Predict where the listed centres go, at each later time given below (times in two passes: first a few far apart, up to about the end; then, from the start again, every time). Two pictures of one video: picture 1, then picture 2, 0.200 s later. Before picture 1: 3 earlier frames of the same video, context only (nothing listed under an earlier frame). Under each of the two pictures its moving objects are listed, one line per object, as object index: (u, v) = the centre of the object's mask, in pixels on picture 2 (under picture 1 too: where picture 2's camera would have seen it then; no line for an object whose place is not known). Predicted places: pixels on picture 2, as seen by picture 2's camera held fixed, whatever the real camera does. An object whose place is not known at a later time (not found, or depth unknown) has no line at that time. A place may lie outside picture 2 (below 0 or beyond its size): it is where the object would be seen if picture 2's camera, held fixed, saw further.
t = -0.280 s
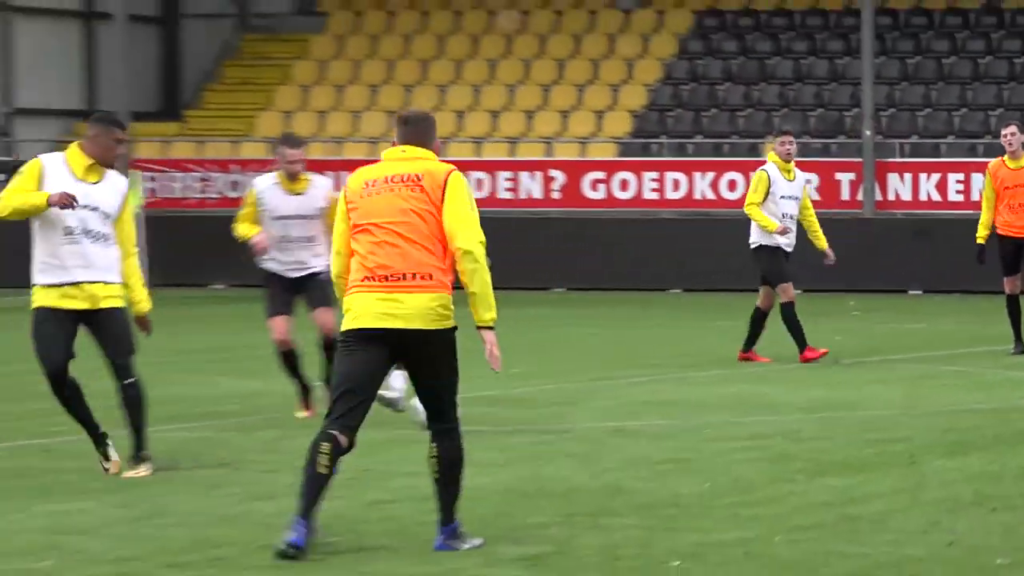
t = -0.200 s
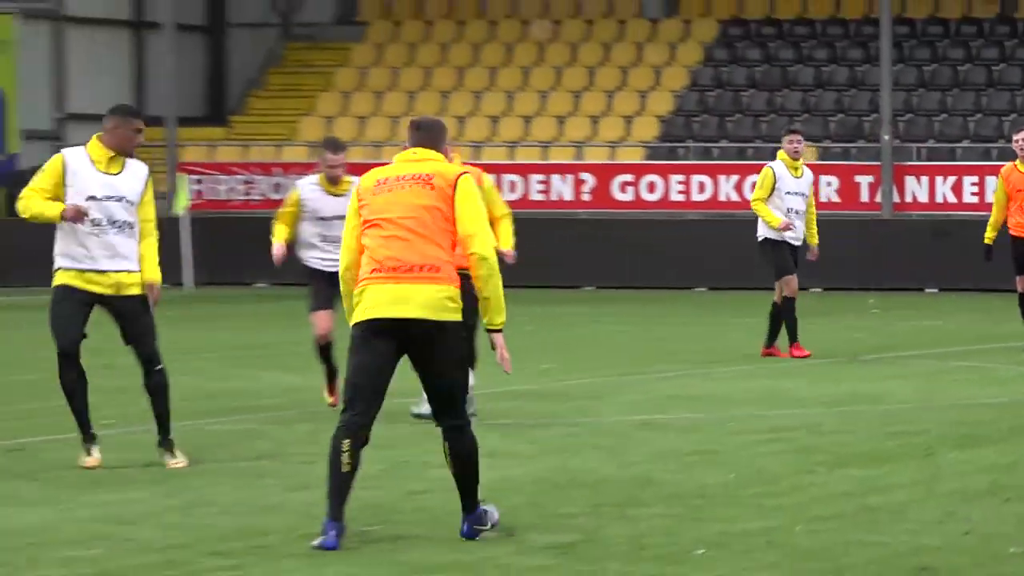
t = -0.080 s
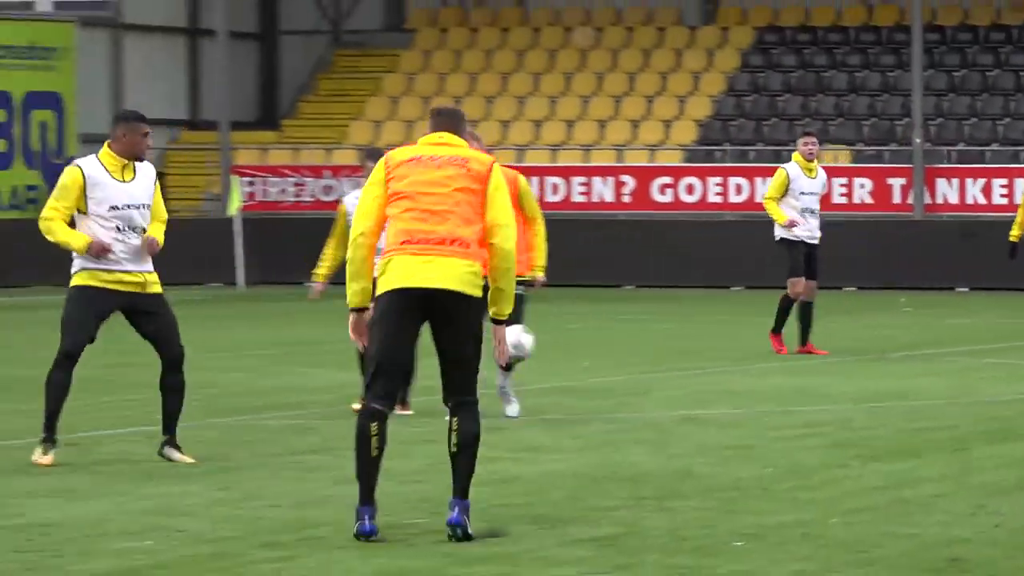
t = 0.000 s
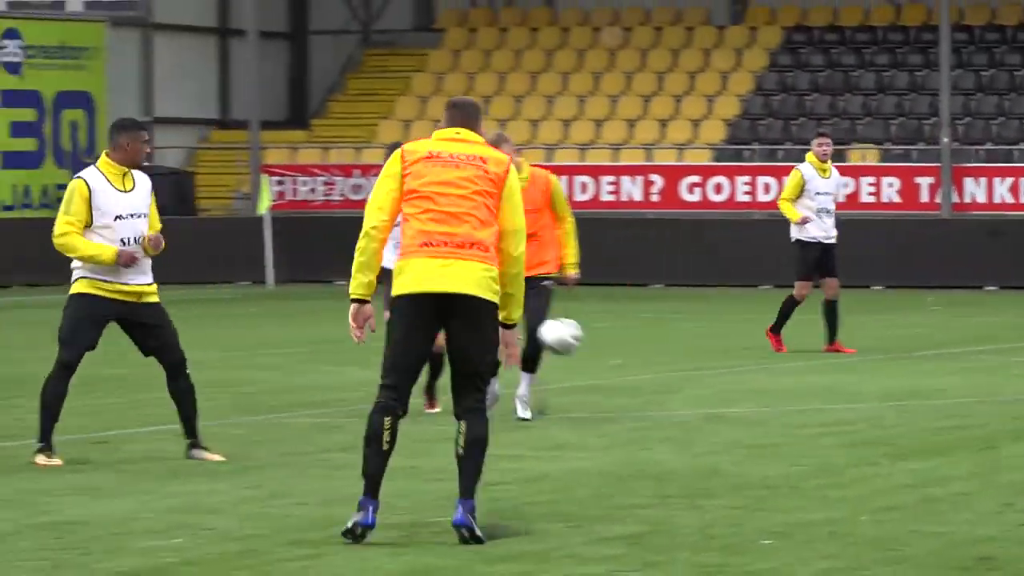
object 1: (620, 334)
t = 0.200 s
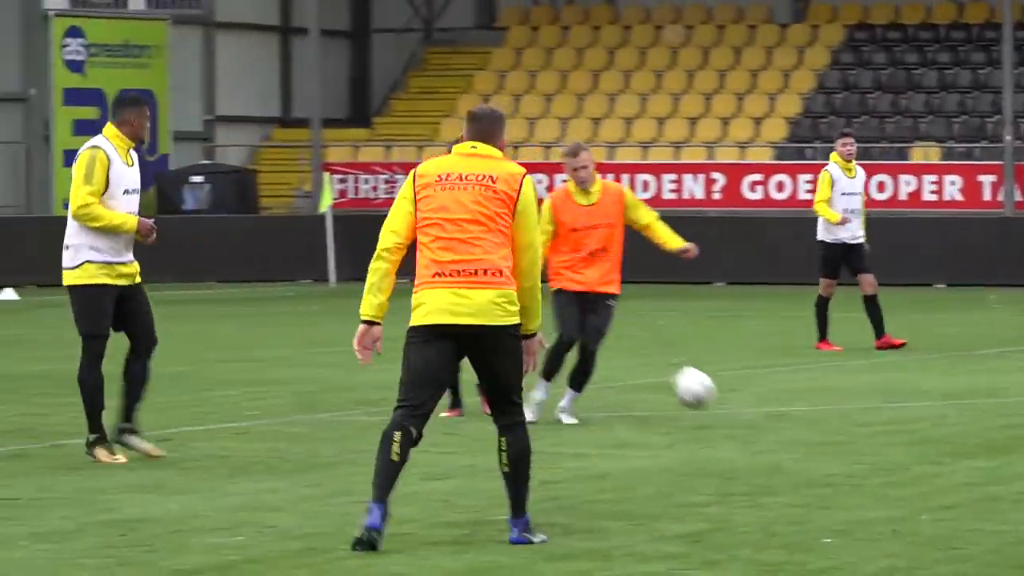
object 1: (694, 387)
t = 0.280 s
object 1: (719, 407)
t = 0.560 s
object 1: (782, 404)
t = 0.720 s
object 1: (820, 413)
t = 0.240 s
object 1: (708, 408)
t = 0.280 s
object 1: (719, 407)
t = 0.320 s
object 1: (729, 397)
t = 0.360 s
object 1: (737, 391)
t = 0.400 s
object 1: (745, 389)
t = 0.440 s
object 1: (755, 388)
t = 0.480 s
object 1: (764, 391)
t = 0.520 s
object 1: (773, 396)
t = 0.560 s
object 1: (782, 404)
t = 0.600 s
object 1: (791, 416)
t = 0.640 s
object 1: (802, 421)
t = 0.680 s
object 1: (810, 417)
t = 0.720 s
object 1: (820, 413)
